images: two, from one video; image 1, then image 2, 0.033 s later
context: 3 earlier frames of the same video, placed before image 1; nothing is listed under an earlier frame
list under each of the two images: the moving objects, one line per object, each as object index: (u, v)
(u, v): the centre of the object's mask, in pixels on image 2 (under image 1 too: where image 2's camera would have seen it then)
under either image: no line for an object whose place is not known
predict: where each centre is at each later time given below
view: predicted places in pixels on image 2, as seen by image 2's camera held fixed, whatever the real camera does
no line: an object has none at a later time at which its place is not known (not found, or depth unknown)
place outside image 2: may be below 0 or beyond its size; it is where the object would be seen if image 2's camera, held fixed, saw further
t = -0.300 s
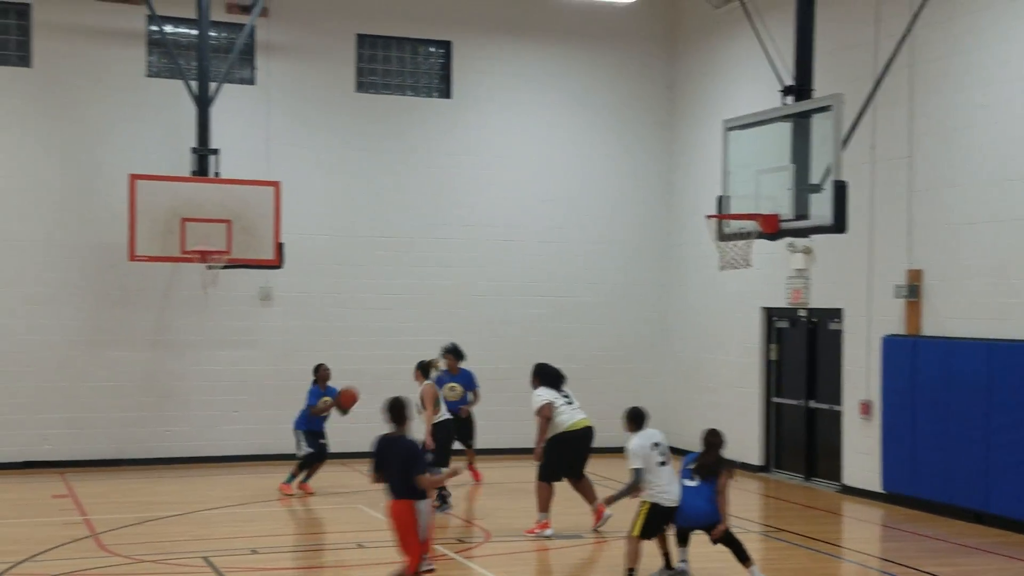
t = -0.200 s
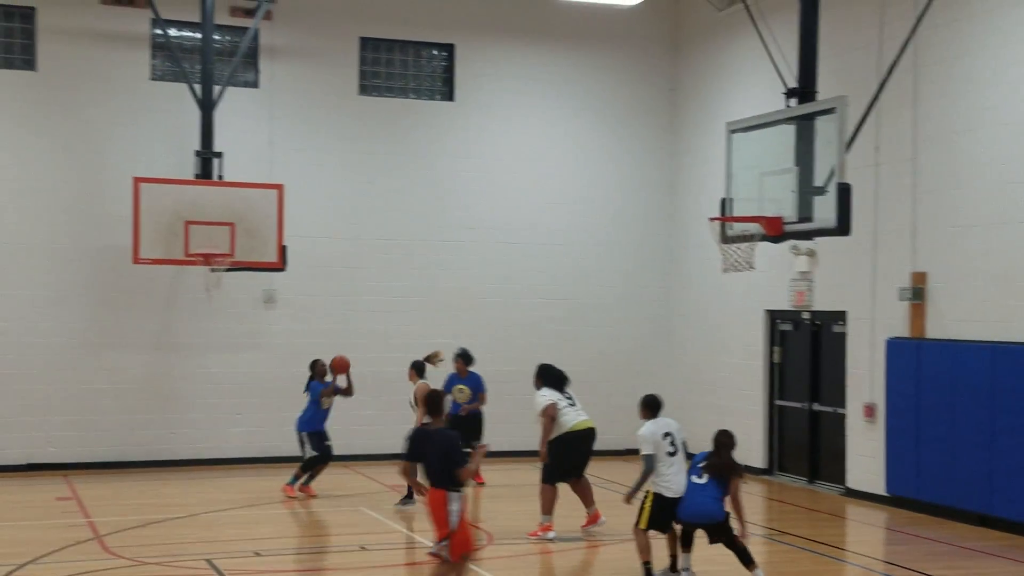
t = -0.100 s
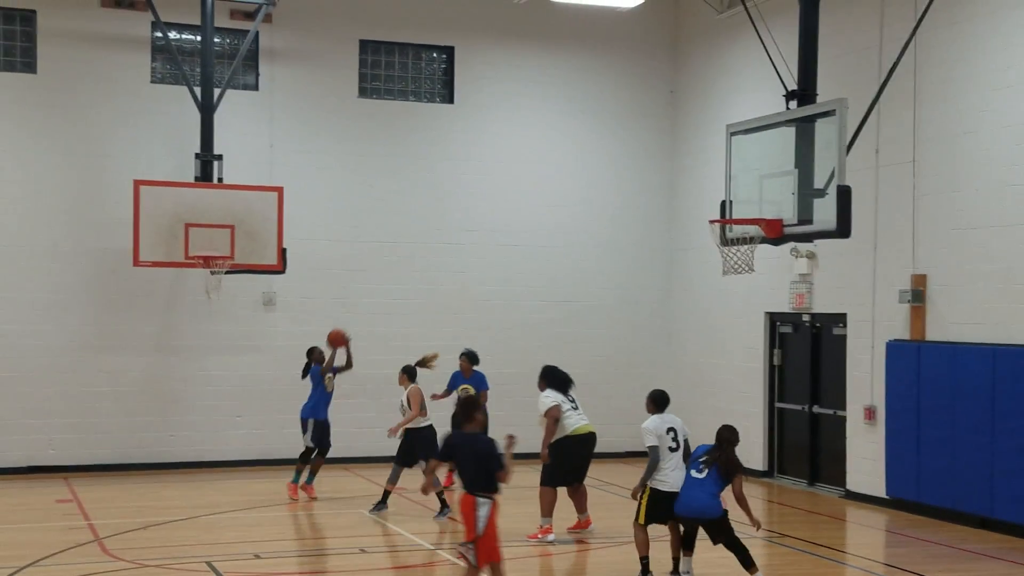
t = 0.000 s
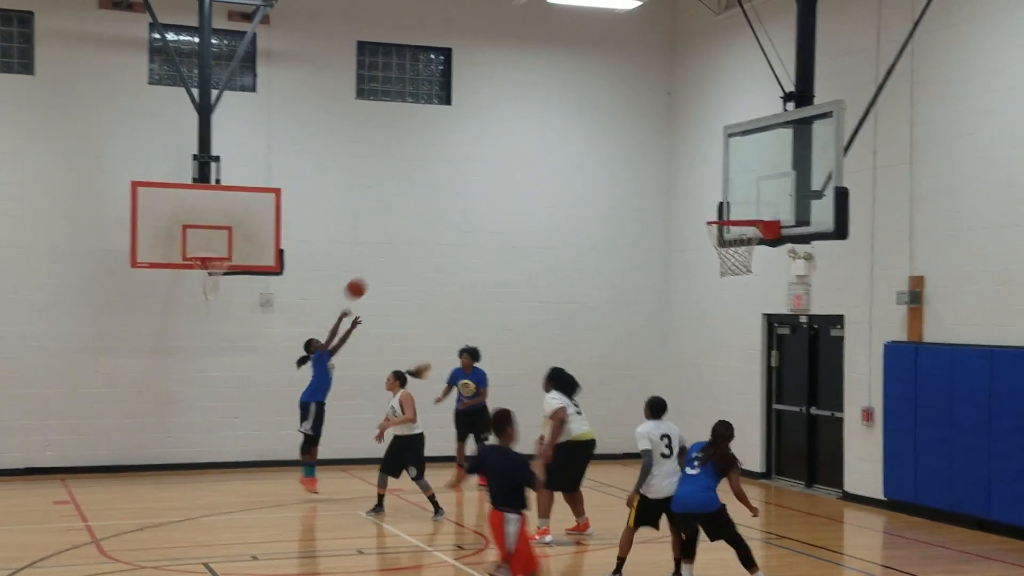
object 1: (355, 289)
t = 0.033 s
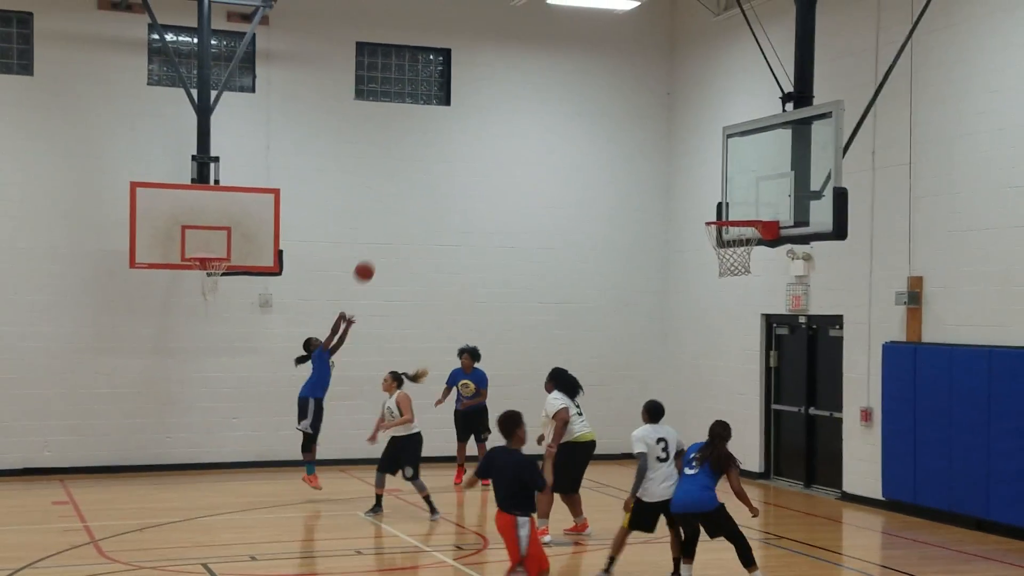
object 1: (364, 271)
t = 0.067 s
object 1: (374, 254)
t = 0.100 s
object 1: (384, 238)
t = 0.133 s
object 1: (394, 223)
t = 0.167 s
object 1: (404, 209)
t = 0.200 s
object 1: (414, 195)
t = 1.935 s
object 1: (606, 263)
